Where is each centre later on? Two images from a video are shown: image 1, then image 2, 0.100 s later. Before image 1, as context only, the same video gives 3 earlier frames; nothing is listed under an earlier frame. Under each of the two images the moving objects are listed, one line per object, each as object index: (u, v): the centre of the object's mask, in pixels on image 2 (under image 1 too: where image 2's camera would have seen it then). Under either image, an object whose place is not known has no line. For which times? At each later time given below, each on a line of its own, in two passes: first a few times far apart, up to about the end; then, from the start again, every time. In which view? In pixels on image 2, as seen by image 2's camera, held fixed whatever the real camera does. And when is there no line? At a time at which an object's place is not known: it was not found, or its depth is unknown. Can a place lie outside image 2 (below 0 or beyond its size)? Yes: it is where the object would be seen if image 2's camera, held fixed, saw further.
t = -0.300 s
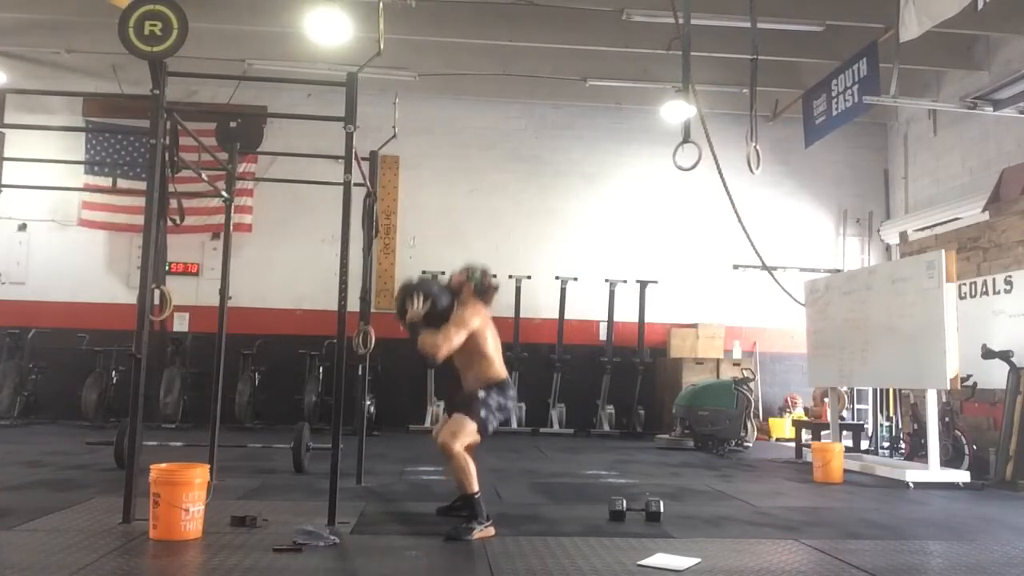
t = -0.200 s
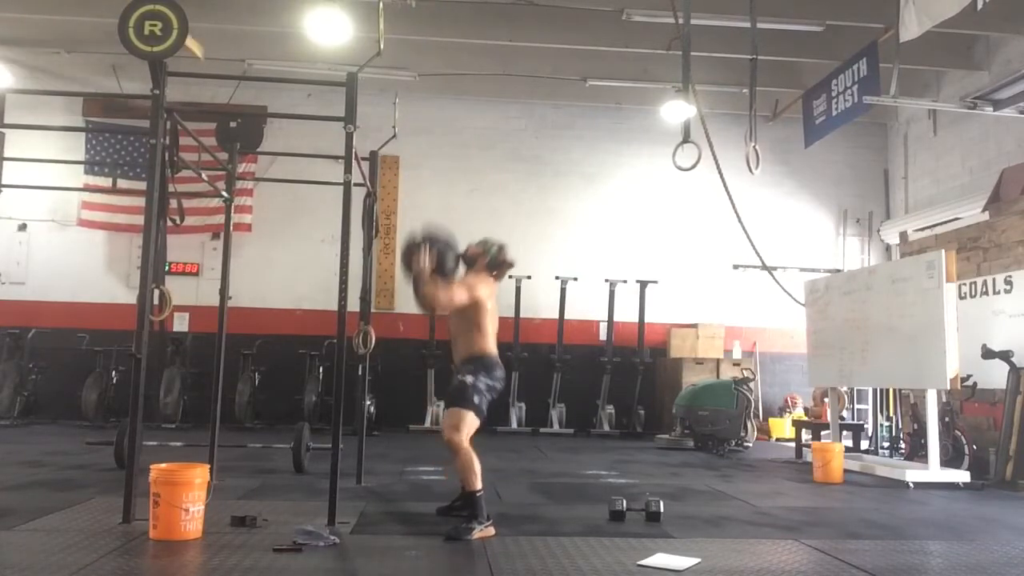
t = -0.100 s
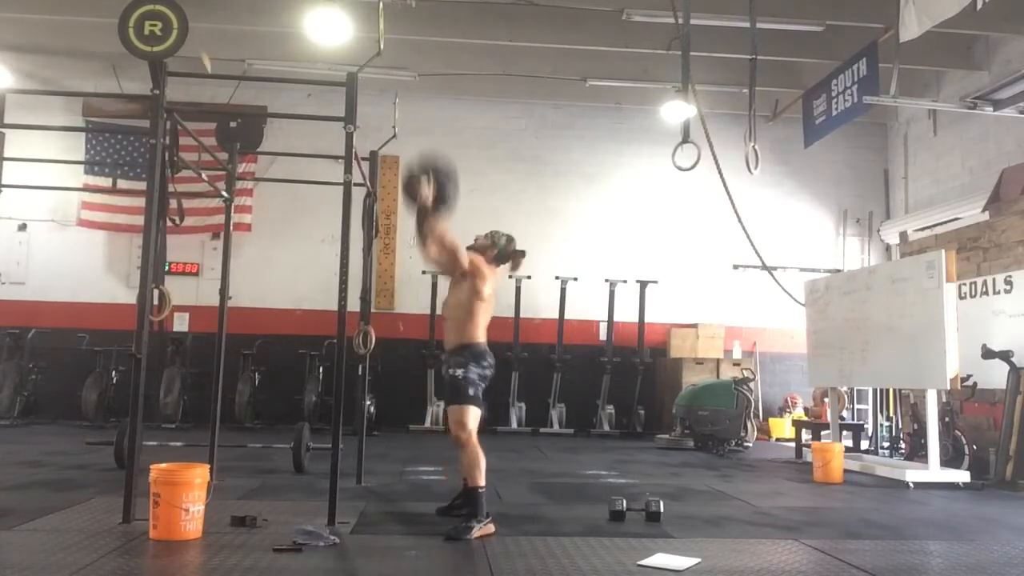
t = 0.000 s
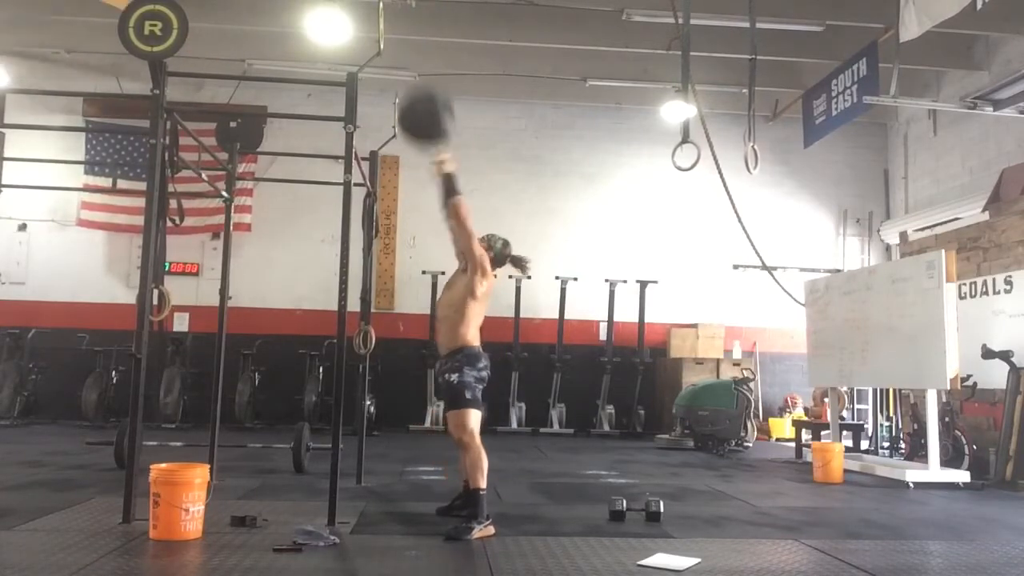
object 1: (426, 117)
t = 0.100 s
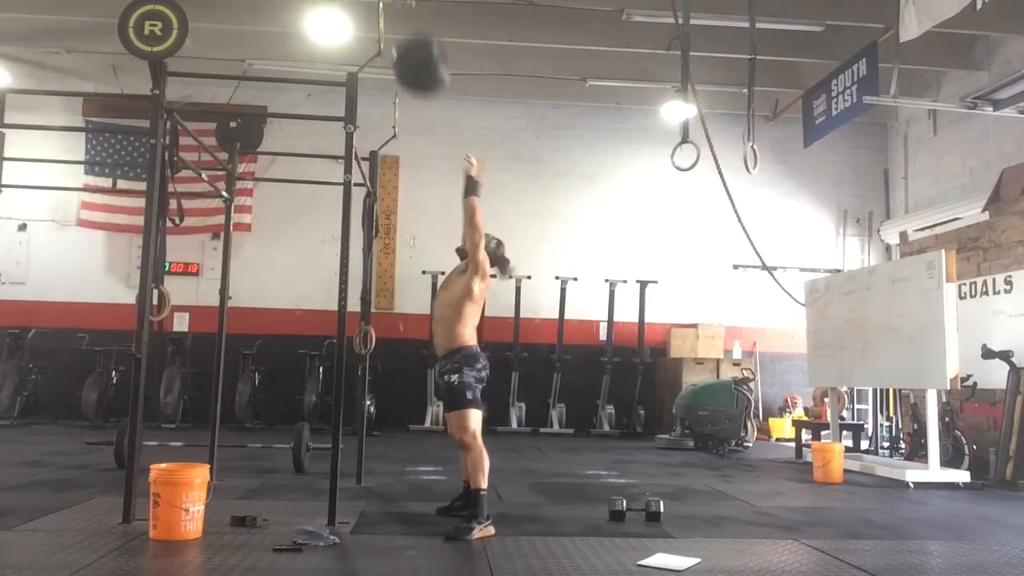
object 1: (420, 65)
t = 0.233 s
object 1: (412, 23)
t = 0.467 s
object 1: (410, 17)
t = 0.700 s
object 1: (419, 72)
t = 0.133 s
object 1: (419, 50)
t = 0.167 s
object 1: (417, 39)
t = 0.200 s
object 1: (413, 29)
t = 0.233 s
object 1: (412, 23)
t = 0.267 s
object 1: (410, 19)
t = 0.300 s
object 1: (408, 17)
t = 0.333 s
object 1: (408, 16)
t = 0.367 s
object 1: (407, 15)
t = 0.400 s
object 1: (408, 15)
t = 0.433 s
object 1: (409, 15)
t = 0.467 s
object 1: (410, 17)
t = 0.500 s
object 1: (411, 18)
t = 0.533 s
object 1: (413, 22)
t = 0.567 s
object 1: (413, 26)
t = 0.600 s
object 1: (415, 34)
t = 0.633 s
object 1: (417, 45)
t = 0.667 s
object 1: (417, 58)
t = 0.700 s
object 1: (419, 72)
